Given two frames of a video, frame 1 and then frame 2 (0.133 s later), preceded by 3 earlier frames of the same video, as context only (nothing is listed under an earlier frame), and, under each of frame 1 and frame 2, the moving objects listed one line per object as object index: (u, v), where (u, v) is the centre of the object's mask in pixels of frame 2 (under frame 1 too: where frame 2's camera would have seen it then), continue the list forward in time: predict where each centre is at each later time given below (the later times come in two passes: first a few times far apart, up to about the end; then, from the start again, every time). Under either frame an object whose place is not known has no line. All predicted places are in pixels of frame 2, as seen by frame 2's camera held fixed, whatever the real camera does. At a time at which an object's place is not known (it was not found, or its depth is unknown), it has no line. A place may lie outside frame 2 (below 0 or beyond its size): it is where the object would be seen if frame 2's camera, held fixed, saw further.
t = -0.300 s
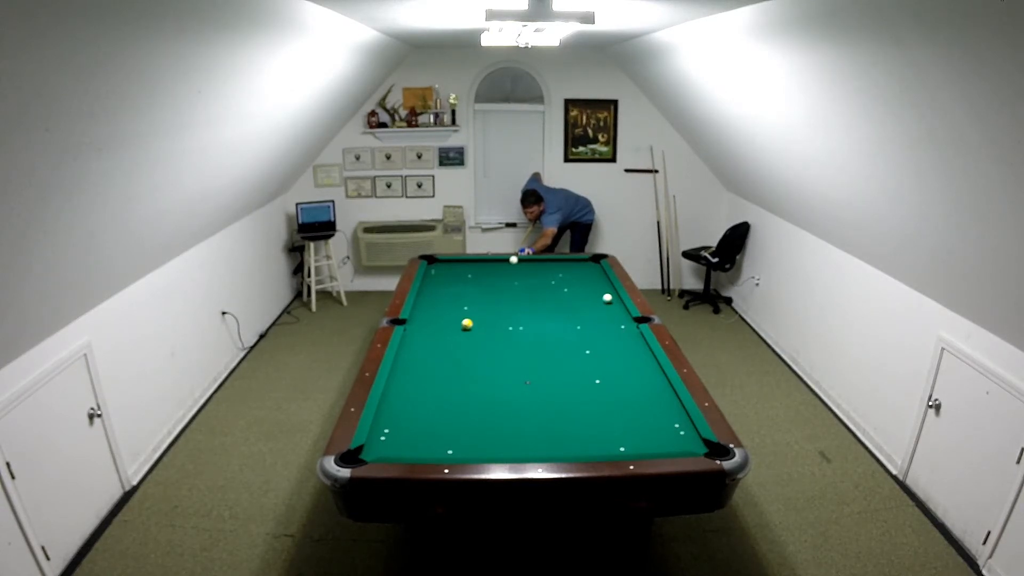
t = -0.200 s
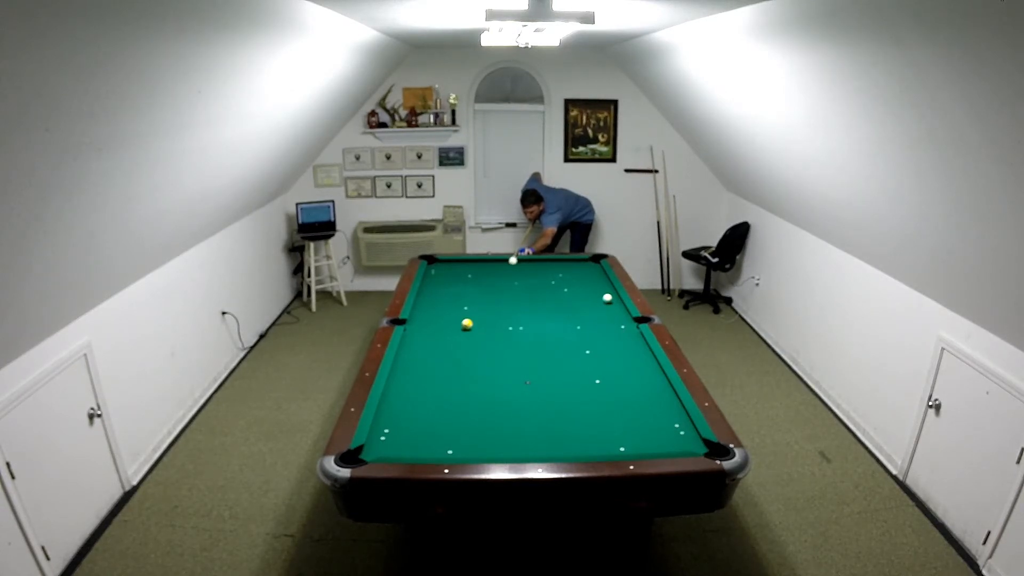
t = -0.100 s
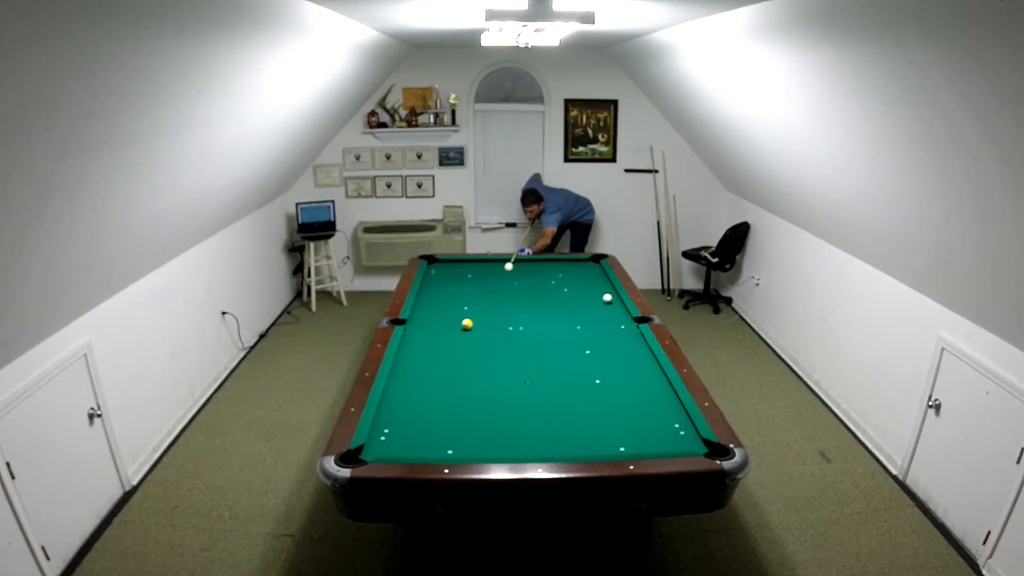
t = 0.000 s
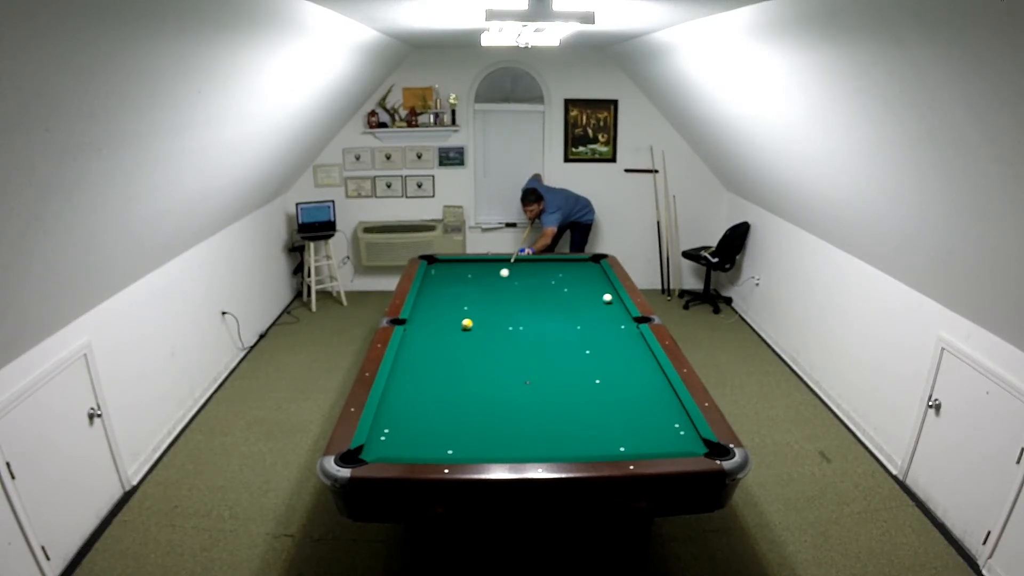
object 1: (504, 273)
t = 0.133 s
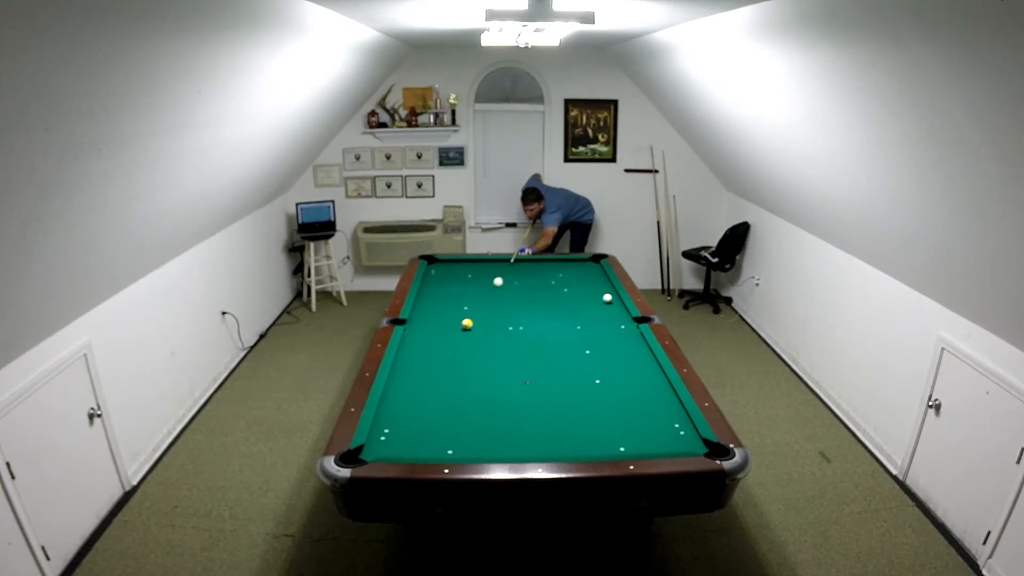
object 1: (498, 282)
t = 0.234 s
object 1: (493, 289)
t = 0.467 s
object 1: (480, 308)
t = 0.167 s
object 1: (496, 284)
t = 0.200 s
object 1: (495, 286)
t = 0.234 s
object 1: (493, 289)
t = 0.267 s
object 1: (491, 291)
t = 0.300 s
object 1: (489, 294)
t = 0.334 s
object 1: (488, 297)
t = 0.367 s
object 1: (486, 299)
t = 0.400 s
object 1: (484, 302)
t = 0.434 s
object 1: (482, 305)
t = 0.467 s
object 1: (480, 308)
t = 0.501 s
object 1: (478, 311)
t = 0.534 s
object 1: (476, 314)
